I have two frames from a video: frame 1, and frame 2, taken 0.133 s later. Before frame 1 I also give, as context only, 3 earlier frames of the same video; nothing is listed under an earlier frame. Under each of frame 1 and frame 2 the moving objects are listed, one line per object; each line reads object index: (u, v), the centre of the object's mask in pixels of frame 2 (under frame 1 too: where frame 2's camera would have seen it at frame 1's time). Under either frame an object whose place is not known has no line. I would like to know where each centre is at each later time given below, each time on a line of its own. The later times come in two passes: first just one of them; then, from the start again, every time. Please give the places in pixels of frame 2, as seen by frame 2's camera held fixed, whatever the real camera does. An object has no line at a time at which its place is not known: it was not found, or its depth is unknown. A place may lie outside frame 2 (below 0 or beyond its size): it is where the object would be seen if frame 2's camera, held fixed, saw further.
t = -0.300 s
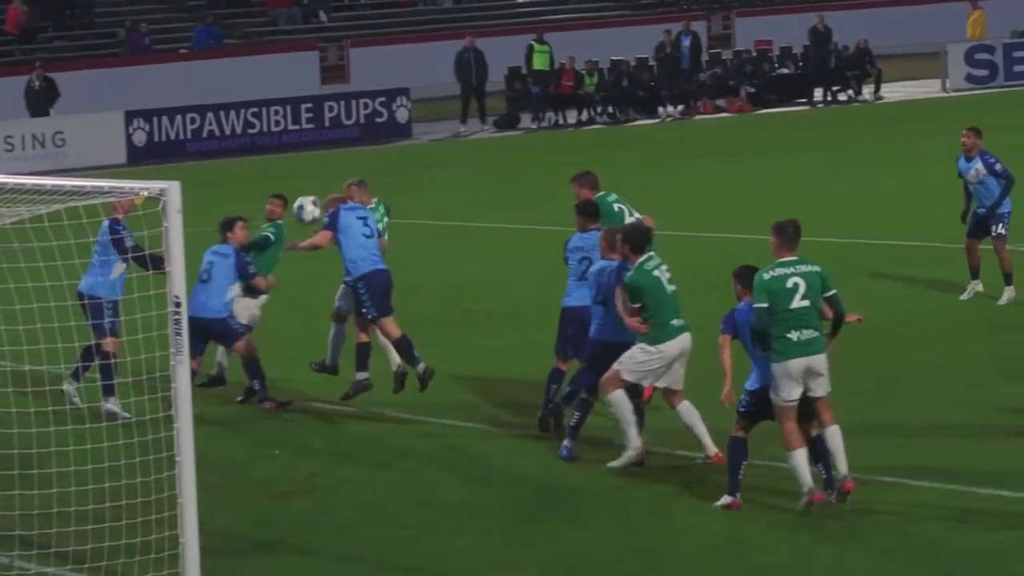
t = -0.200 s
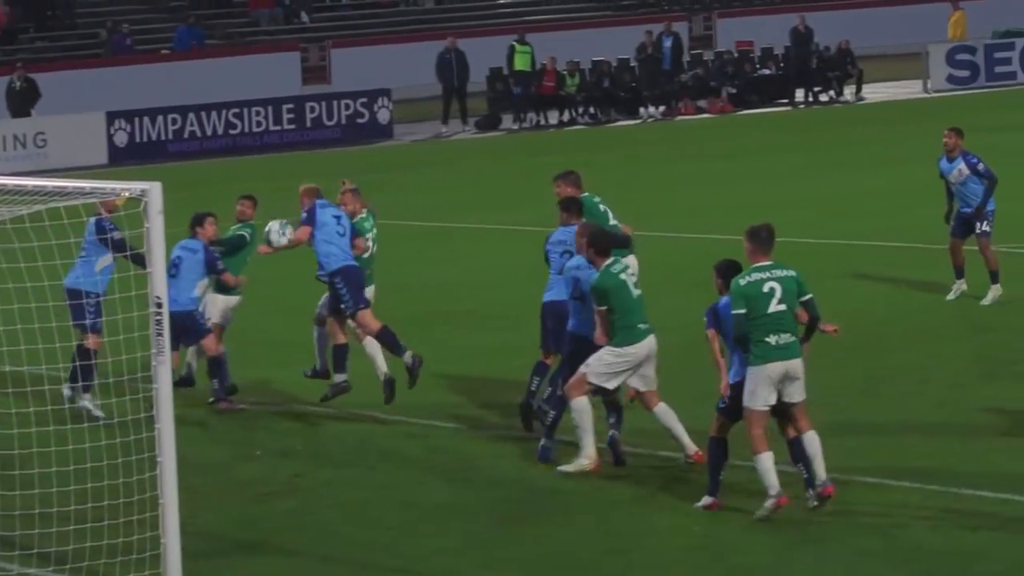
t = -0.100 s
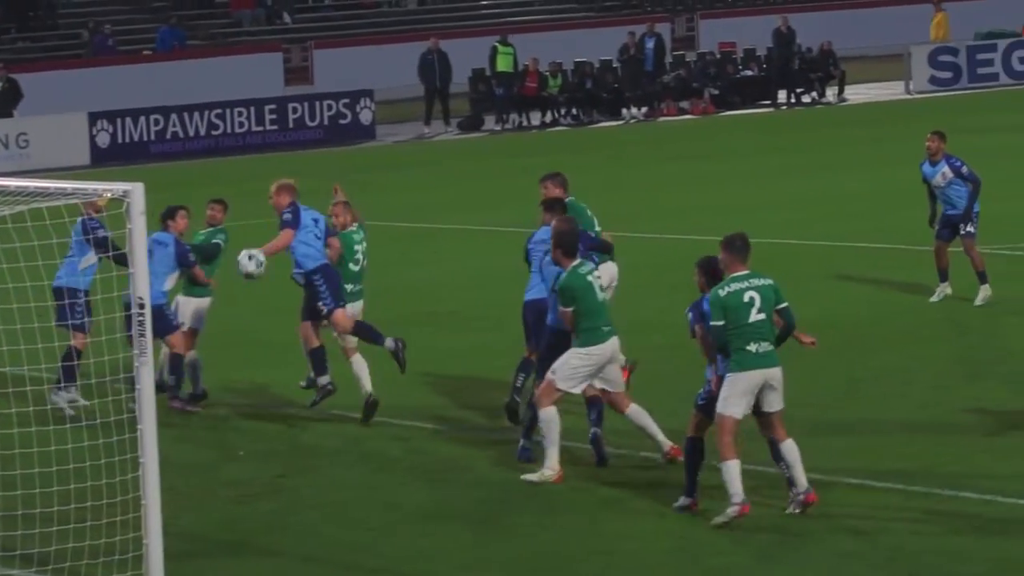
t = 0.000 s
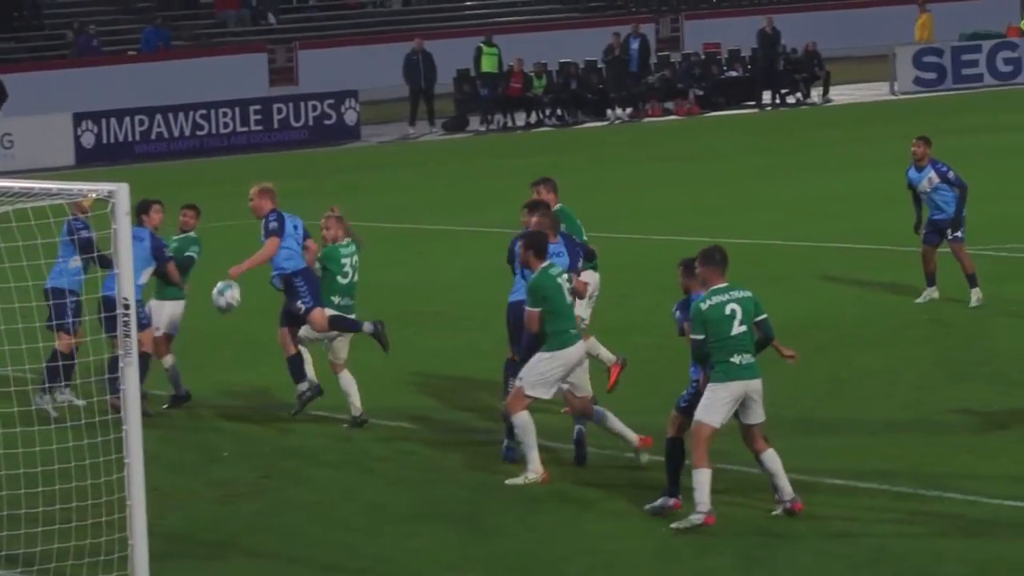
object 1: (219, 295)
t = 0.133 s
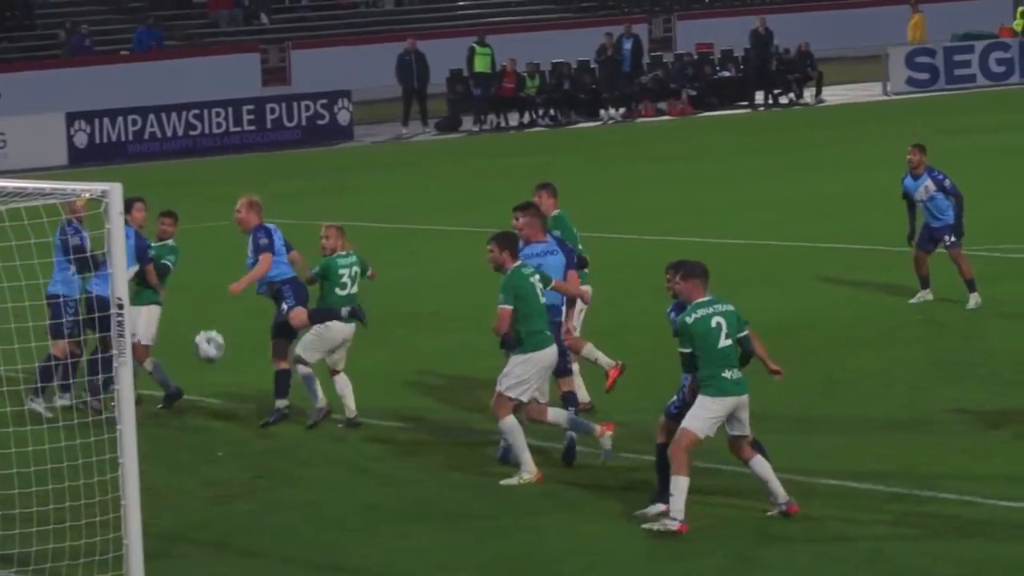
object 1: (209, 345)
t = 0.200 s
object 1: (204, 374)
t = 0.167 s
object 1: (207, 359)
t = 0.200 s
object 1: (204, 374)
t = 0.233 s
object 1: (202, 387)
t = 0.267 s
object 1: (202, 404)
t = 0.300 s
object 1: (202, 420)
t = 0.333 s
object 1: (200, 436)
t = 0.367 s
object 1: (200, 452)
